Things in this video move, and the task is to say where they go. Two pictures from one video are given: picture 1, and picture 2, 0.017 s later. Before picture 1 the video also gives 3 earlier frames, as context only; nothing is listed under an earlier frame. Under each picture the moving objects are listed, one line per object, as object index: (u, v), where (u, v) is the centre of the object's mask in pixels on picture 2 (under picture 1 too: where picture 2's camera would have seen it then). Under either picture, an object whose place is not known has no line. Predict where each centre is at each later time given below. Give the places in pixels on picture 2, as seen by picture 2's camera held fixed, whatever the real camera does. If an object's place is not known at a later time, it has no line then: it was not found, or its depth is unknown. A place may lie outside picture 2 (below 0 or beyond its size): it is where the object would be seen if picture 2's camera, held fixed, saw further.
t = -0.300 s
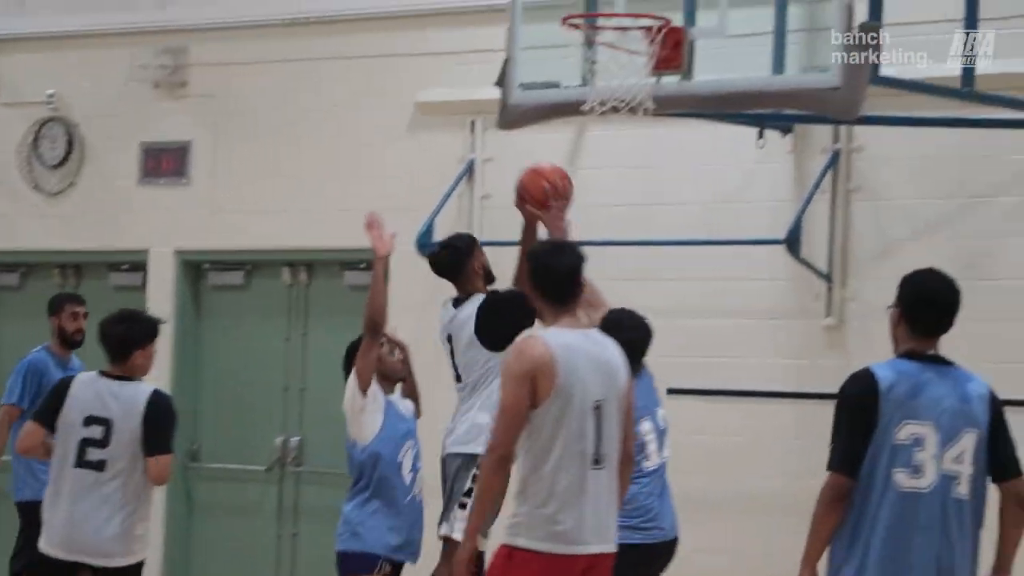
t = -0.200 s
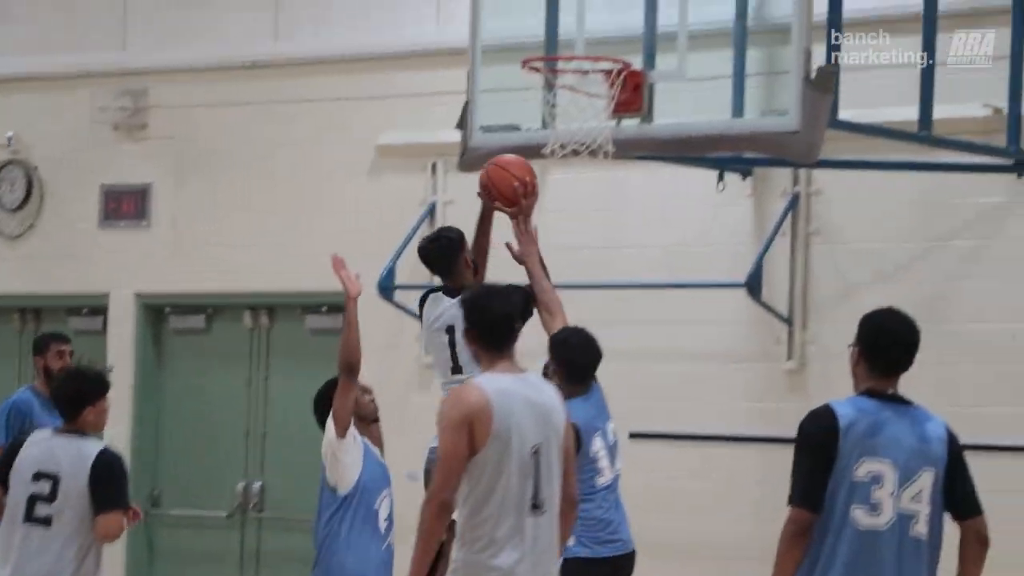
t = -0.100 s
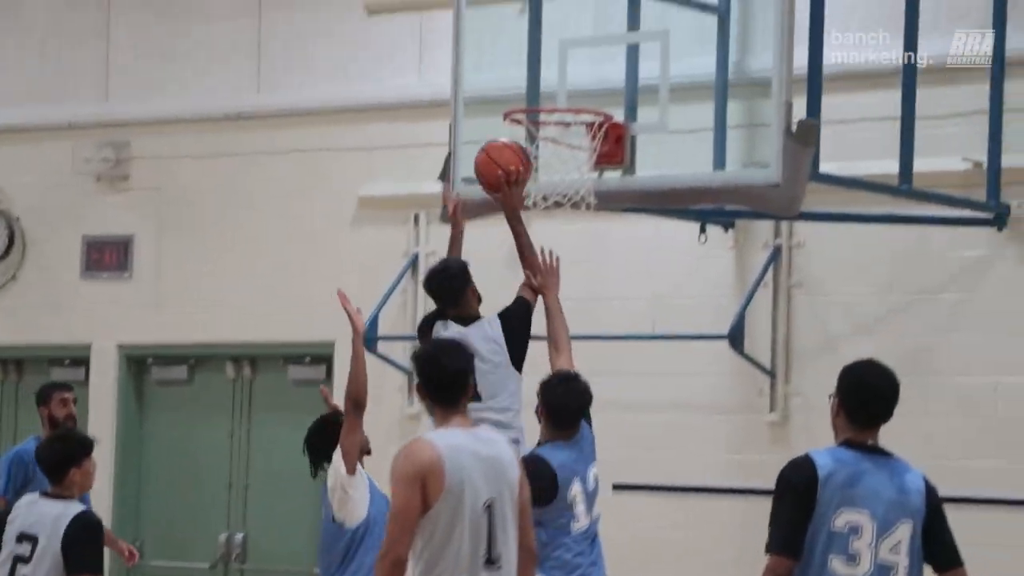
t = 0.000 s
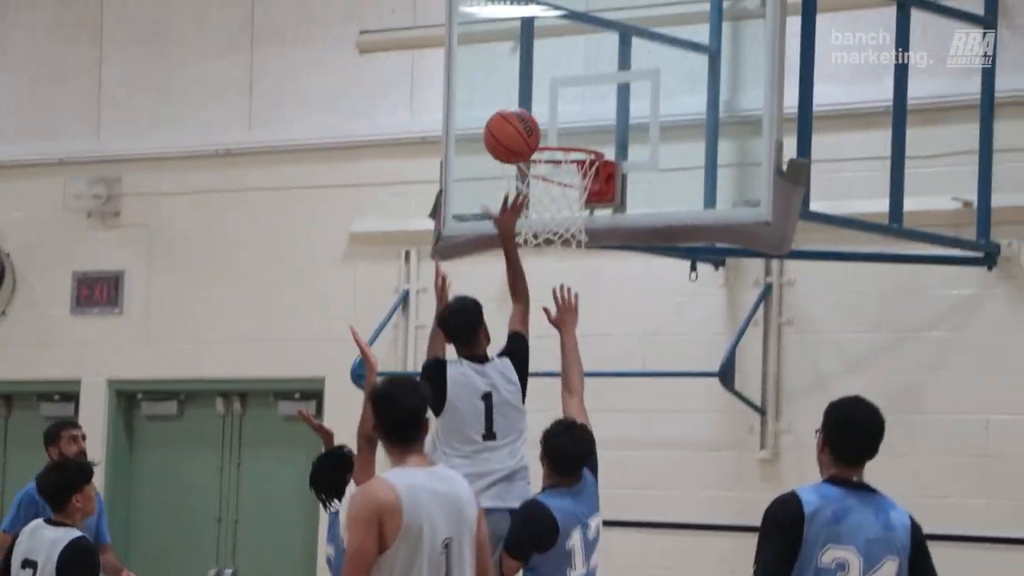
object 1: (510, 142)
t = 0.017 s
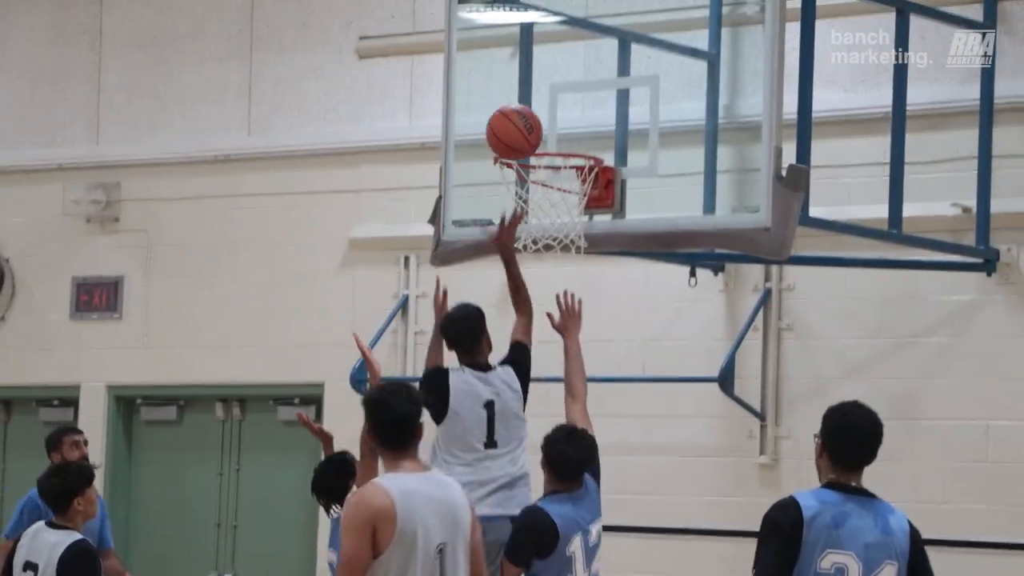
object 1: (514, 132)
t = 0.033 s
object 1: (517, 123)
